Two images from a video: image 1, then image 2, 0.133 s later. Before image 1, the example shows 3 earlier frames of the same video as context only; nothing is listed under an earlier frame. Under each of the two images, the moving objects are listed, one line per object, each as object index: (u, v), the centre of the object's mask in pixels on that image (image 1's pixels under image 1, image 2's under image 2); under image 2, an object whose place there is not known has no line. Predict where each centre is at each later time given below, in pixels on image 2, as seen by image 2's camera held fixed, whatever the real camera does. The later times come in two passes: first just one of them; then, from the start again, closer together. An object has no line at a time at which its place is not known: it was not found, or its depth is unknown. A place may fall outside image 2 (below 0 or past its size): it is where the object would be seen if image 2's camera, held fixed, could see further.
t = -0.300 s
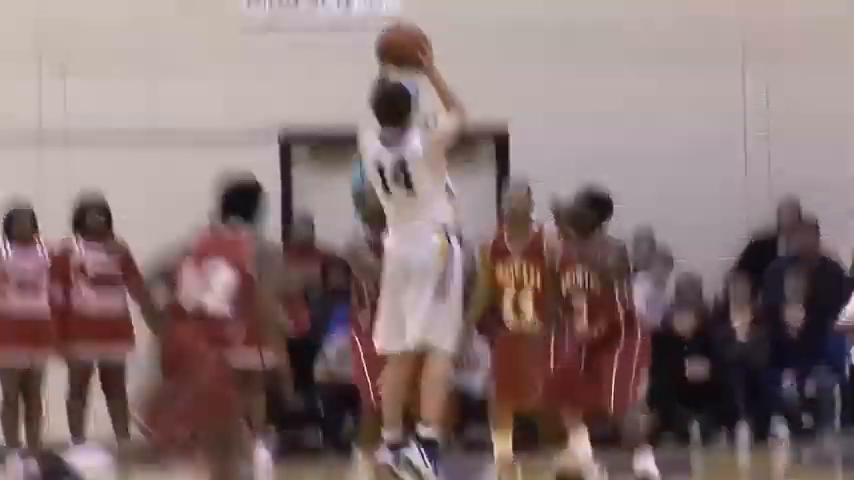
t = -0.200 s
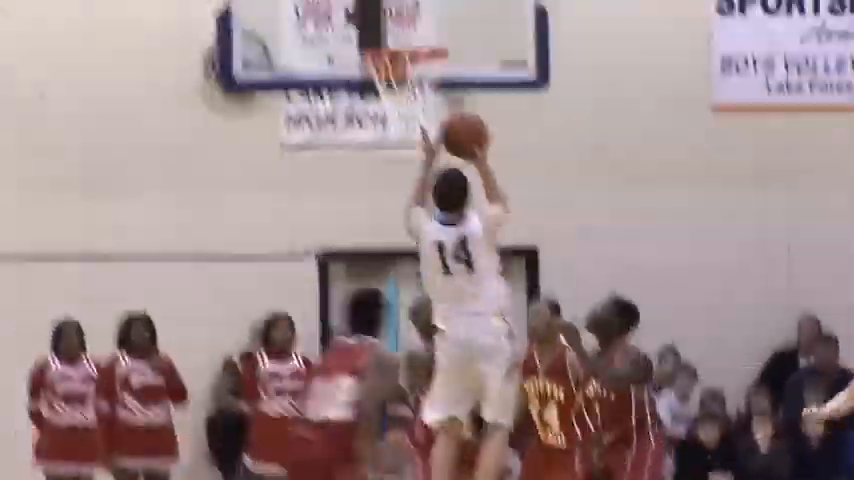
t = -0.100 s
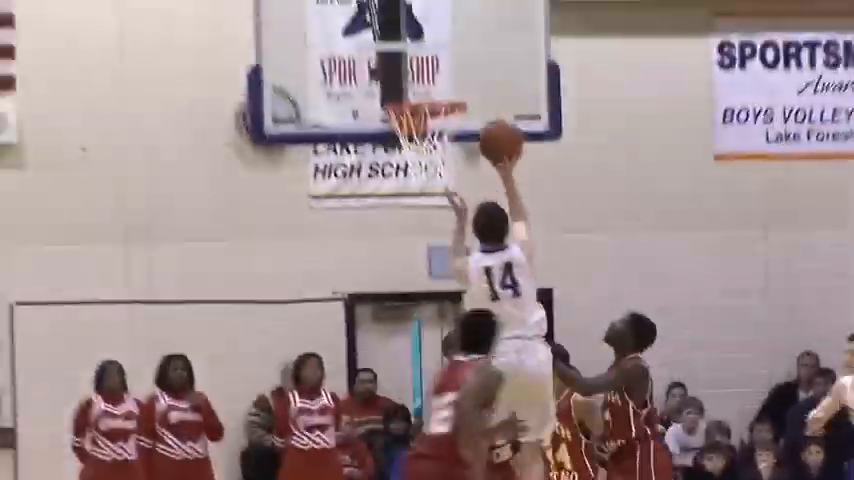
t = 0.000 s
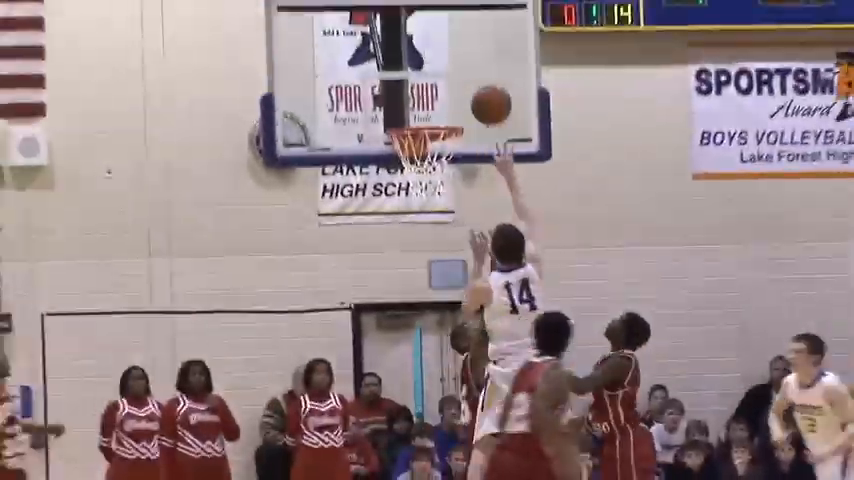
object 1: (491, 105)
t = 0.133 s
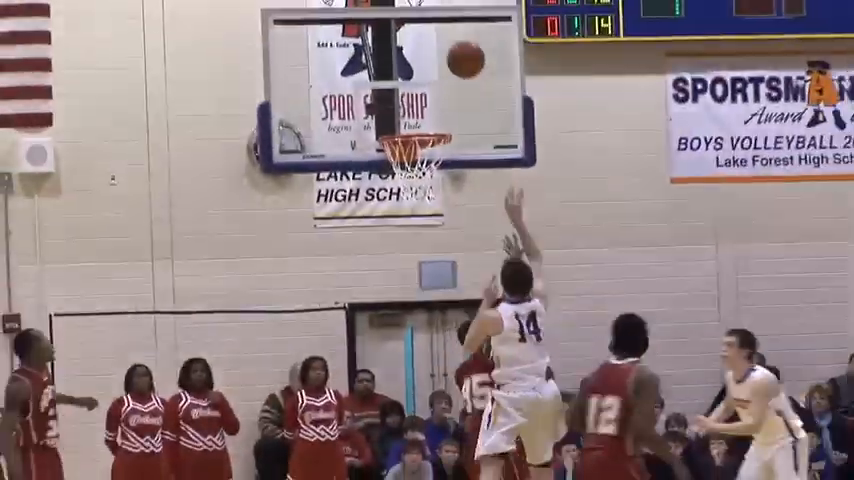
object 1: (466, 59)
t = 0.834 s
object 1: (413, 156)
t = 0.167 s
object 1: (463, 51)
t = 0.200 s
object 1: (460, 44)
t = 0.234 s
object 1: (457, 38)
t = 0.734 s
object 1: (427, 136)
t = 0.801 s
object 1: (418, 152)
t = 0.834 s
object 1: (413, 156)
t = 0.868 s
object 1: (406, 157)
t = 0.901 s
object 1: (396, 160)
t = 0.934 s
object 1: (396, 157)
